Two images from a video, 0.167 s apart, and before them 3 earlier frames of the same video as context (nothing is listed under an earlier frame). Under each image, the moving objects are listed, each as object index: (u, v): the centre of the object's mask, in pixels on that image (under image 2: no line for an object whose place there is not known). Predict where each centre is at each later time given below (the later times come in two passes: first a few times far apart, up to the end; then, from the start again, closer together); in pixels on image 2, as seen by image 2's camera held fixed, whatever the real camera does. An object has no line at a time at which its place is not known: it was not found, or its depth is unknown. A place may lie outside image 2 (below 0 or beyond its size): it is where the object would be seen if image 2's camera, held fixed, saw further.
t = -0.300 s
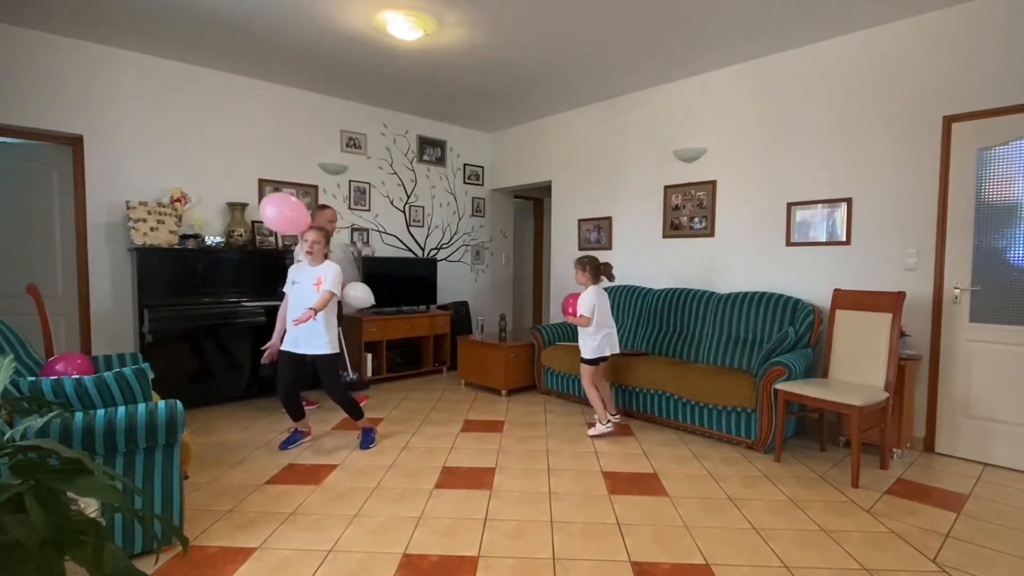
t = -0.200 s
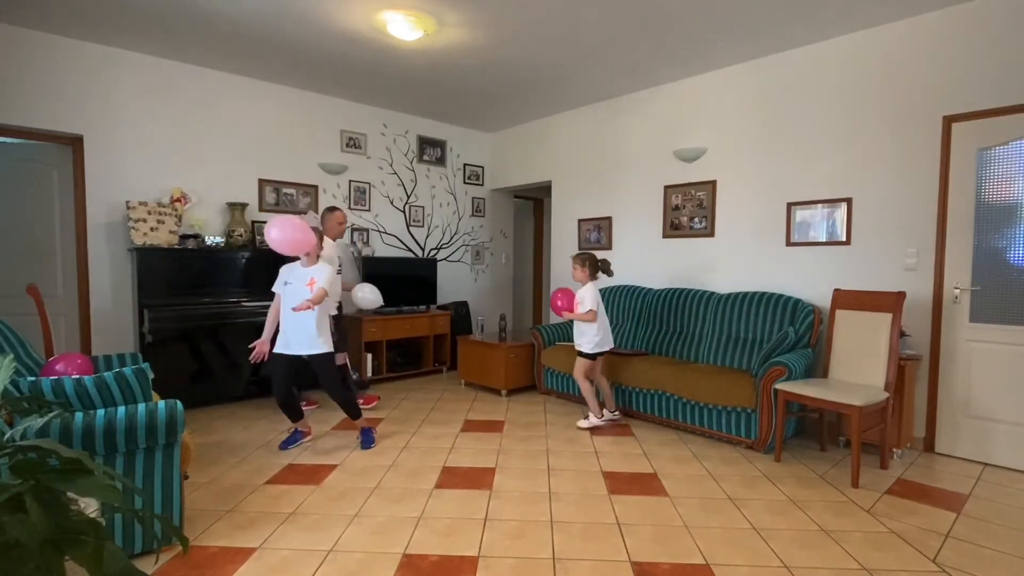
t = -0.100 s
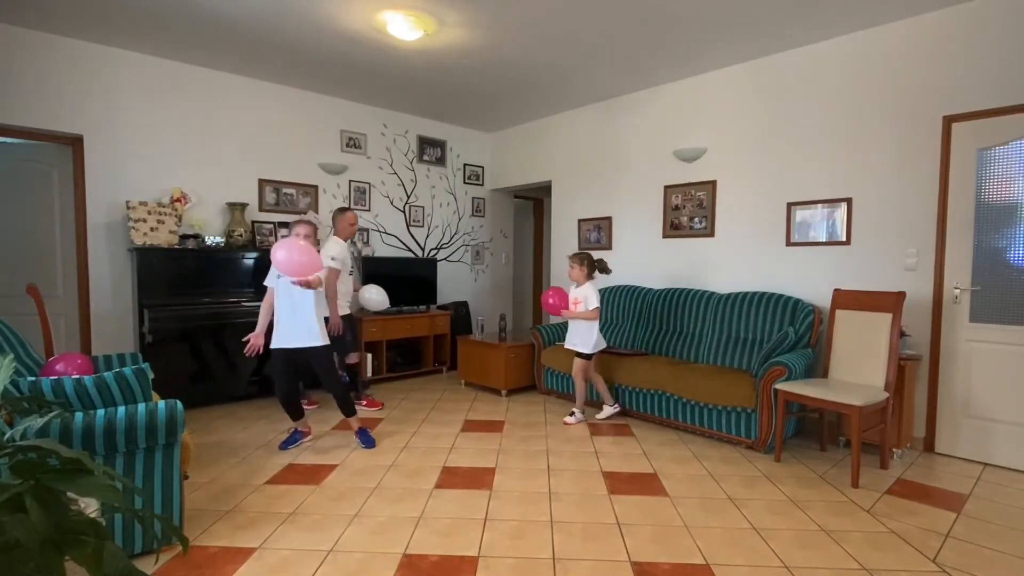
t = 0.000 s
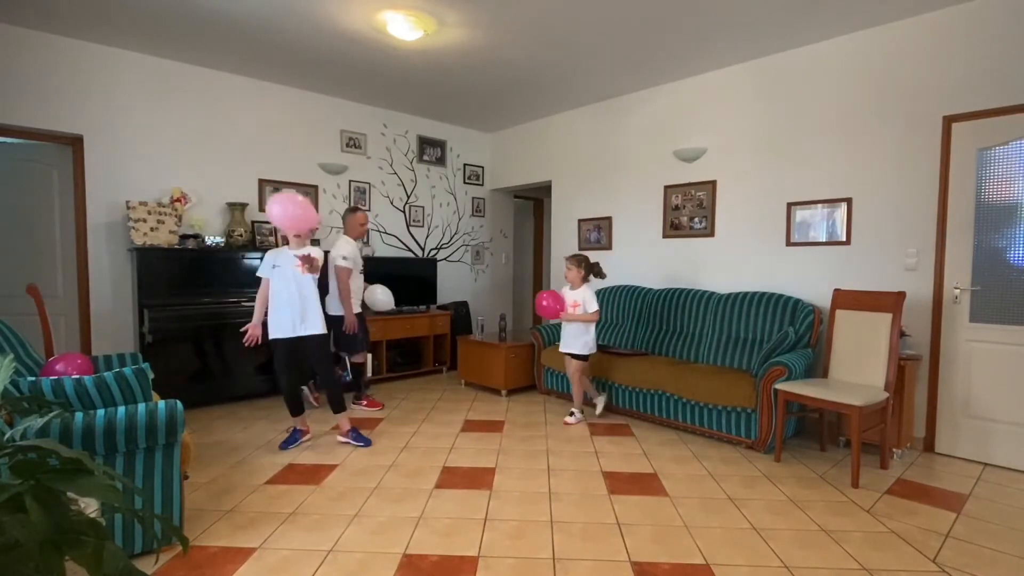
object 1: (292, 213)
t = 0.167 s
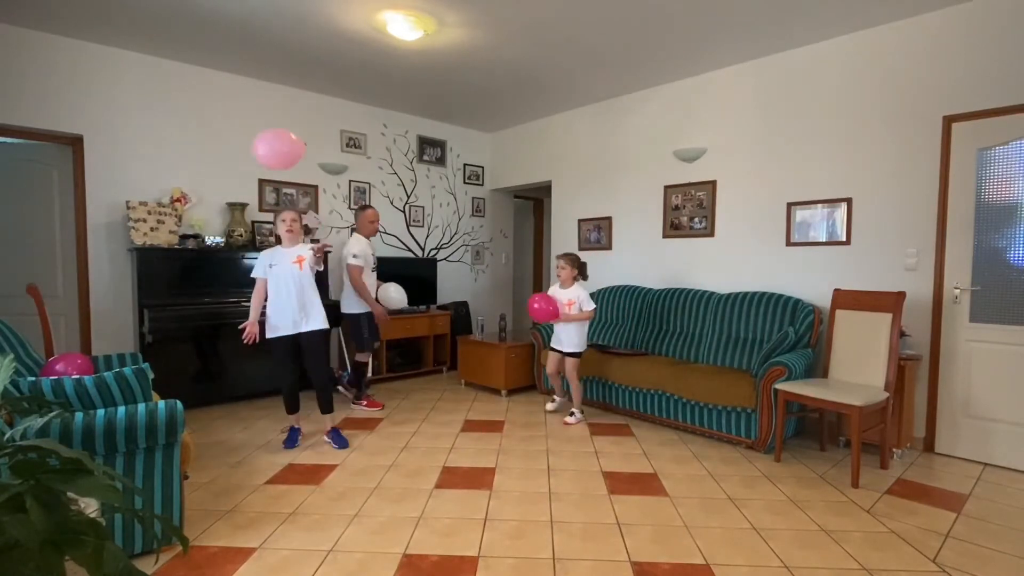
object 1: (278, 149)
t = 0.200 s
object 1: (275, 141)
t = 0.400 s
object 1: (262, 111)
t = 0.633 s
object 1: (258, 102)
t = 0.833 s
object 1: (258, 112)
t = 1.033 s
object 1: (258, 136)
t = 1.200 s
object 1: (257, 164)
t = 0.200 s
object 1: (275, 141)
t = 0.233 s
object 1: (272, 134)
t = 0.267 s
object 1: (270, 128)
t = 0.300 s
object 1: (268, 123)
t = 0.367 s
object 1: (264, 115)
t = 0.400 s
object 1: (262, 111)
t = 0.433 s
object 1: (262, 108)
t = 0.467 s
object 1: (261, 106)
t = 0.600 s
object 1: (259, 101)
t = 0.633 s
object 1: (258, 102)
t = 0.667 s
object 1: (258, 103)
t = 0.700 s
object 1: (258, 104)
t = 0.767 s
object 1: (258, 107)
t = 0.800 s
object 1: (258, 109)
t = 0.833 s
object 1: (258, 112)
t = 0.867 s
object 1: (258, 115)
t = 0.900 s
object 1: (258, 118)
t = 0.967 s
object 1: (258, 127)
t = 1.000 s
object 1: (258, 131)
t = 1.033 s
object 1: (258, 136)
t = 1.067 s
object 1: (258, 141)
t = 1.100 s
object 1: (258, 146)
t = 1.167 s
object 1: (257, 158)
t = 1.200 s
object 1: (257, 164)
